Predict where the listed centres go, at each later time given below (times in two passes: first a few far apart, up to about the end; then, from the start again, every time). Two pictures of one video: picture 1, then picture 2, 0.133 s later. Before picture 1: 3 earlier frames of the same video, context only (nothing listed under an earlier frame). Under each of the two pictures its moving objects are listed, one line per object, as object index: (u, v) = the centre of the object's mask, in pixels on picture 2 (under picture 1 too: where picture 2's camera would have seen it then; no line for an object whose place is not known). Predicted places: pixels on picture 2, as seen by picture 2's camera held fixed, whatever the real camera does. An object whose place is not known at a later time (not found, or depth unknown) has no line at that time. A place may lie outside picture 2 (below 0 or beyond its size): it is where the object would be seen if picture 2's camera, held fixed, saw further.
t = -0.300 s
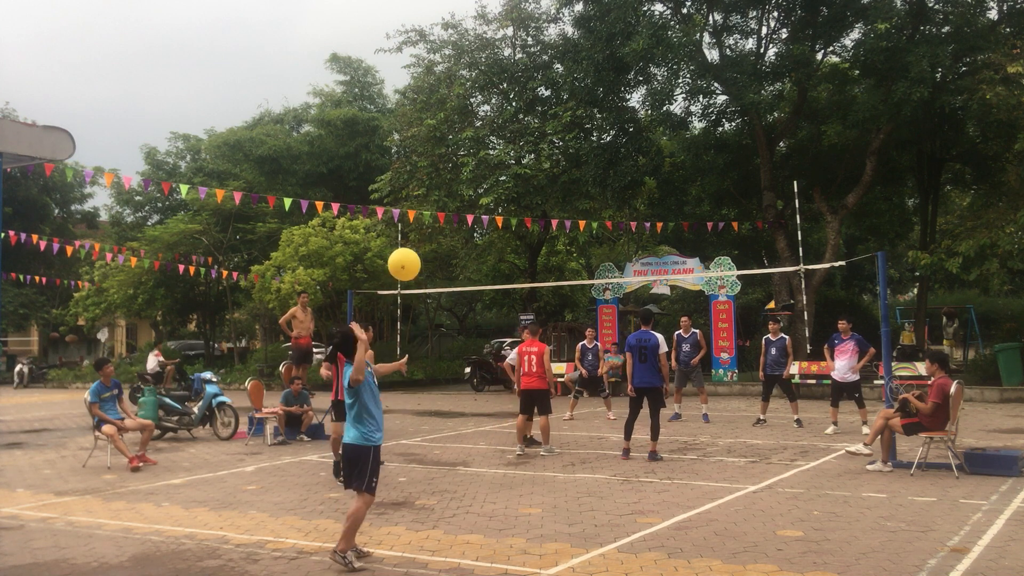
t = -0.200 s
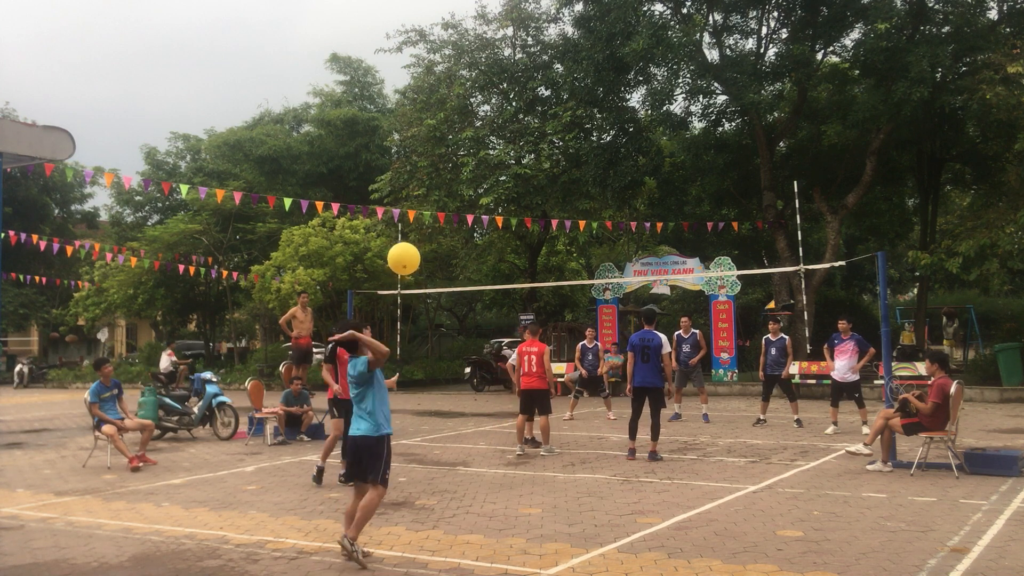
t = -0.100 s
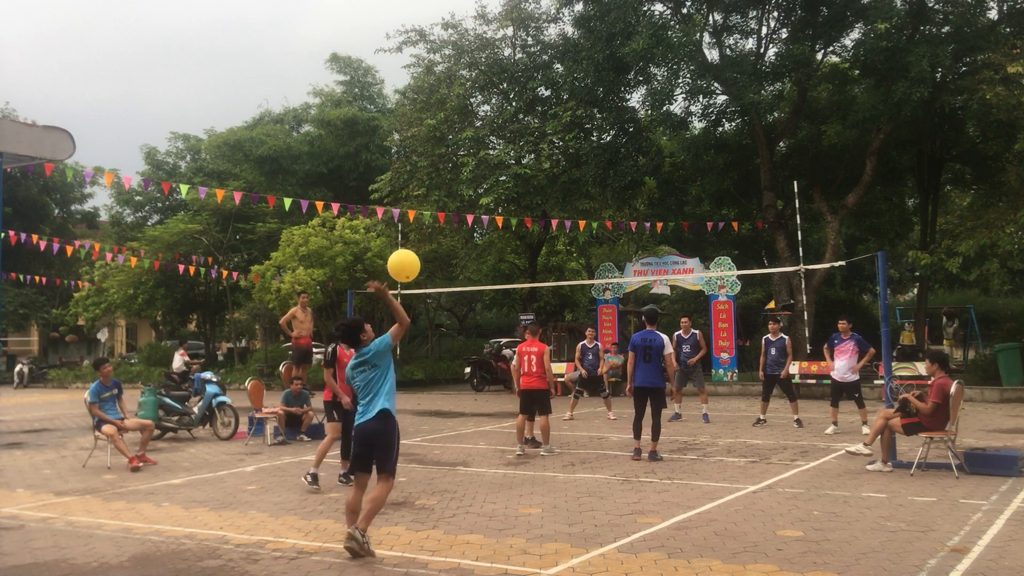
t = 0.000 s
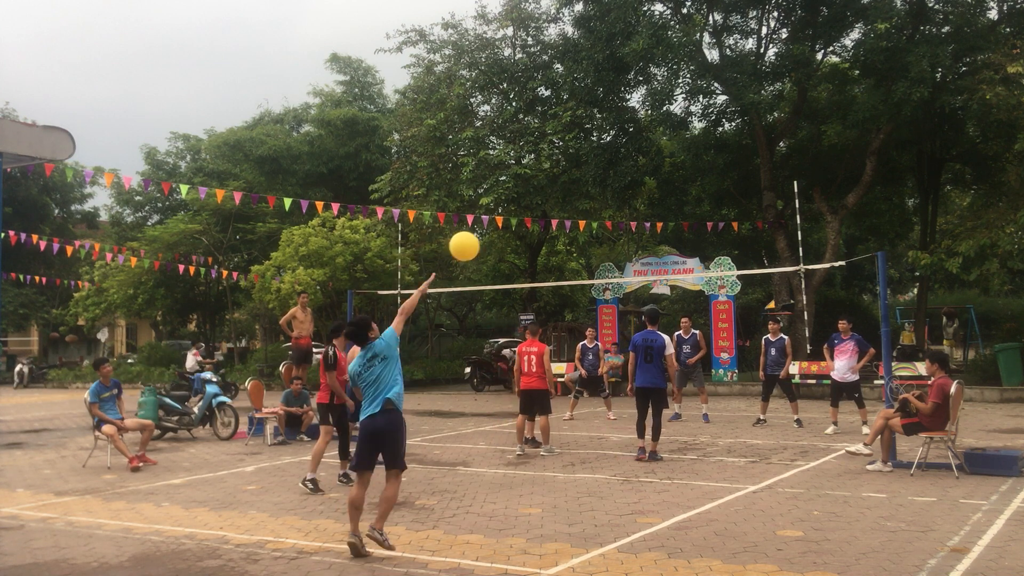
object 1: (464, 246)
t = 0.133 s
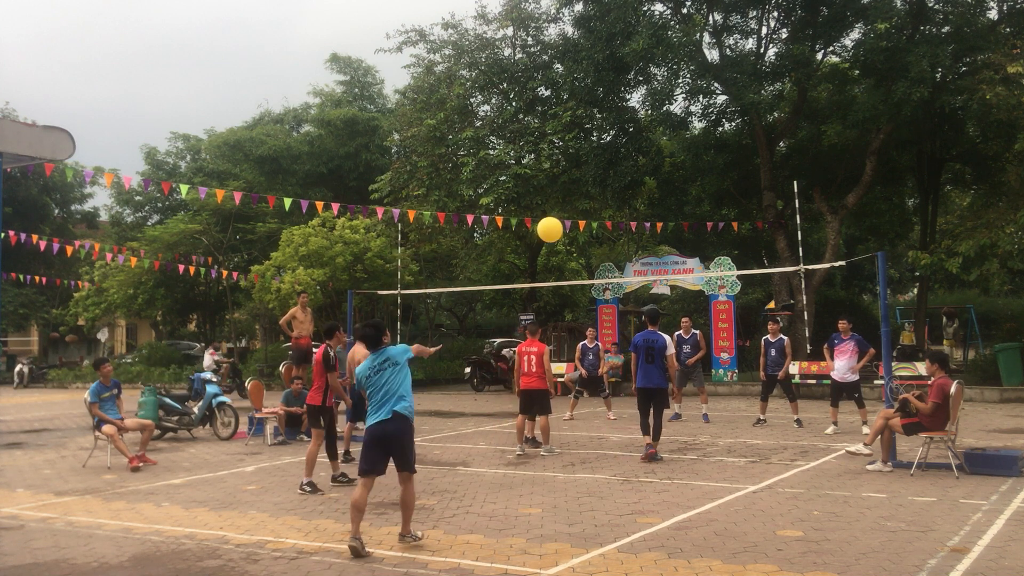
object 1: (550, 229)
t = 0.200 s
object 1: (584, 231)
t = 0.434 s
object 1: (667, 267)
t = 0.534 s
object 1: (684, 286)
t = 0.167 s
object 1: (568, 230)
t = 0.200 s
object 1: (584, 231)
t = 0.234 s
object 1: (599, 234)
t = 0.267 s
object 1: (613, 238)
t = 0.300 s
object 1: (626, 242)
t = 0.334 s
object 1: (637, 247)
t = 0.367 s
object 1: (648, 254)
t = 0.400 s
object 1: (658, 260)
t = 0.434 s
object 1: (667, 267)
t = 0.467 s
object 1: (676, 274)
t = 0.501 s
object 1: (683, 281)
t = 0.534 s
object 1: (684, 286)
